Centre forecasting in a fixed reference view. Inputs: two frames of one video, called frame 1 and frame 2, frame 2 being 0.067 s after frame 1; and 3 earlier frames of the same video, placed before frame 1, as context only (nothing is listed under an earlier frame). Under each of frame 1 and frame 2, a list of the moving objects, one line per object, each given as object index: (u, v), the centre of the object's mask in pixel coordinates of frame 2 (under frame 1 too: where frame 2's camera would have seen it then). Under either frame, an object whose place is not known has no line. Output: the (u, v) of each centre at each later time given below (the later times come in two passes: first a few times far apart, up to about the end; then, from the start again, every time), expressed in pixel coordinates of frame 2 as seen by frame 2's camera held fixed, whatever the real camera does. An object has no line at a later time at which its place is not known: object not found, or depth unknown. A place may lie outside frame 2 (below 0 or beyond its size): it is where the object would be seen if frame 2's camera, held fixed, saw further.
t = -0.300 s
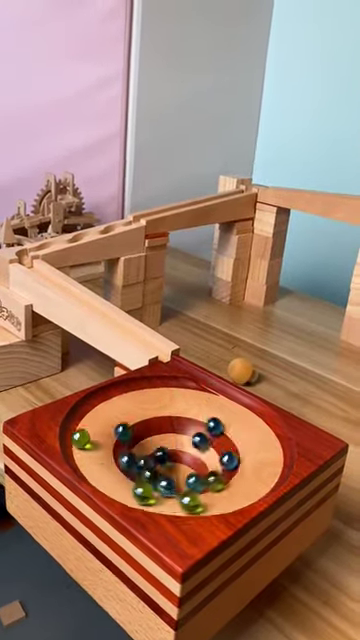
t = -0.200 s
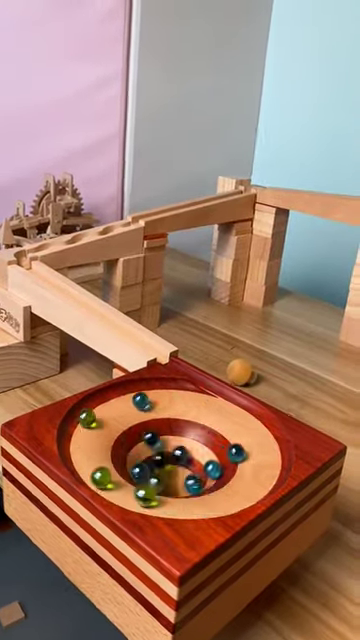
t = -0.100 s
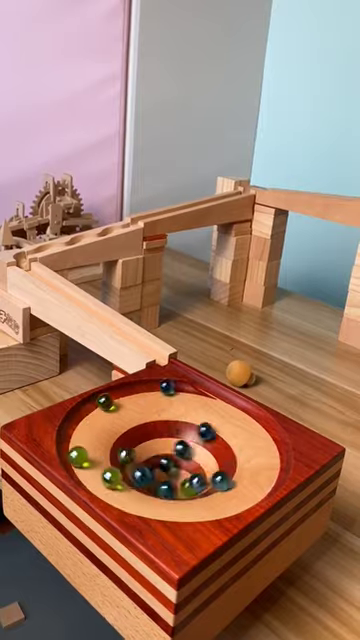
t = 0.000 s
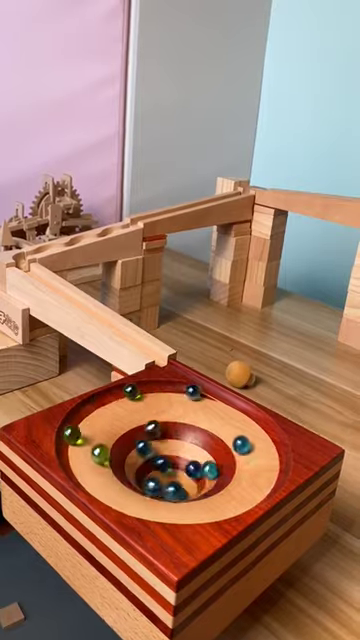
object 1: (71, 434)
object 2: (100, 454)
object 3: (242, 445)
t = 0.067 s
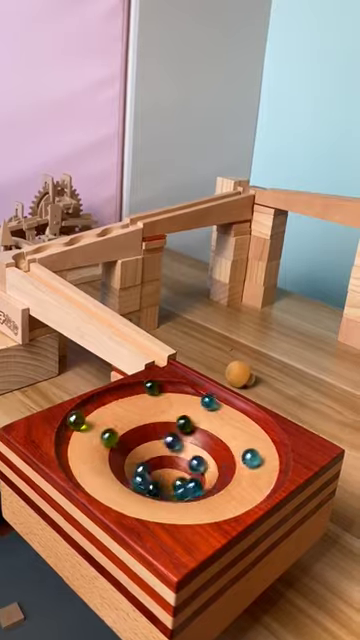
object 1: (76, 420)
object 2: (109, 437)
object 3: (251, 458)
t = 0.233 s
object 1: (111, 395)
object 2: (183, 426)
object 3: (228, 488)
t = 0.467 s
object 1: (186, 392)
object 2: (231, 479)
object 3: (118, 461)
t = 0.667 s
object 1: (247, 415)
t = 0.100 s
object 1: (80, 414)
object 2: (119, 430)
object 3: (252, 465)
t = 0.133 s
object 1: (86, 408)
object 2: (132, 426)
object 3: (250, 472)
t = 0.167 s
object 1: (93, 403)
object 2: (148, 423)
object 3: (246, 478)
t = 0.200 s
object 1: (101, 399)
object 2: (165, 423)
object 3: (239, 483)
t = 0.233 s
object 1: (111, 395)
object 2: (183, 426)
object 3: (228, 488)
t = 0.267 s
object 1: (120, 393)
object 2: (199, 430)
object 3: (215, 491)
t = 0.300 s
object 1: (130, 392)
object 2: (214, 436)
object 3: (200, 493)
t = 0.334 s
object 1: (141, 390)
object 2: (225, 443)
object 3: (183, 493)
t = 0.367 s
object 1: (152, 389)
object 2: (232, 452)
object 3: (162, 490)
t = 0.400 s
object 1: (164, 390)
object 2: (235, 462)
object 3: (142, 482)
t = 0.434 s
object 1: (175, 391)
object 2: (235, 471)
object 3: (126, 473)
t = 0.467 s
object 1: (186, 392)
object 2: (231, 479)
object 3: (118, 461)
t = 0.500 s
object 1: (197, 395)
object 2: (223, 487)
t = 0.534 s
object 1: (208, 398)
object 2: (212, 492)
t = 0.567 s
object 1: (218, 401)
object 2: (199, 495)
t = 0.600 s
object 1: (229, 405)
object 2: (182, 496)
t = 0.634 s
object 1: (238, 410)
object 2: (167, 494)
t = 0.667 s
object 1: (247, 415)
